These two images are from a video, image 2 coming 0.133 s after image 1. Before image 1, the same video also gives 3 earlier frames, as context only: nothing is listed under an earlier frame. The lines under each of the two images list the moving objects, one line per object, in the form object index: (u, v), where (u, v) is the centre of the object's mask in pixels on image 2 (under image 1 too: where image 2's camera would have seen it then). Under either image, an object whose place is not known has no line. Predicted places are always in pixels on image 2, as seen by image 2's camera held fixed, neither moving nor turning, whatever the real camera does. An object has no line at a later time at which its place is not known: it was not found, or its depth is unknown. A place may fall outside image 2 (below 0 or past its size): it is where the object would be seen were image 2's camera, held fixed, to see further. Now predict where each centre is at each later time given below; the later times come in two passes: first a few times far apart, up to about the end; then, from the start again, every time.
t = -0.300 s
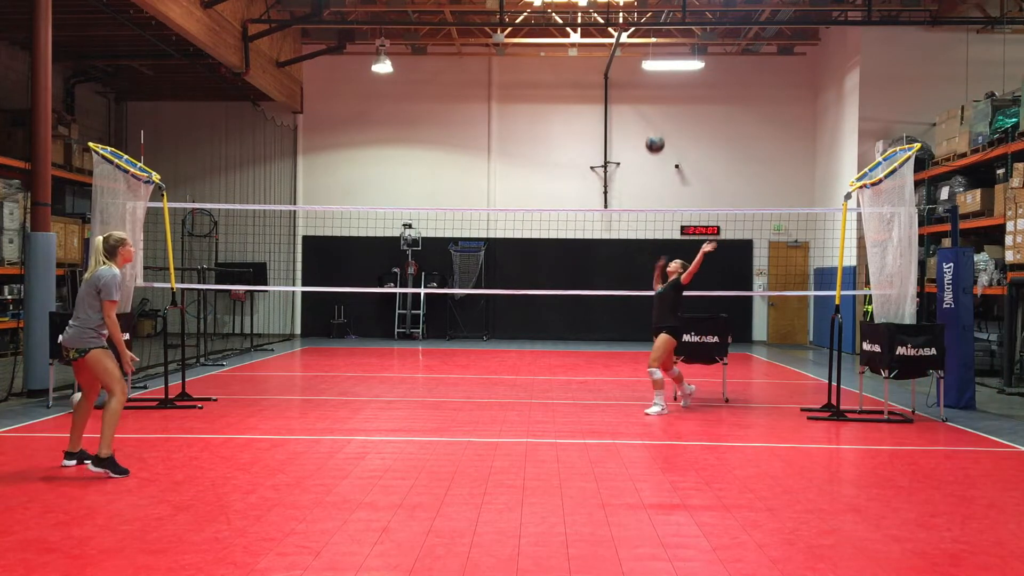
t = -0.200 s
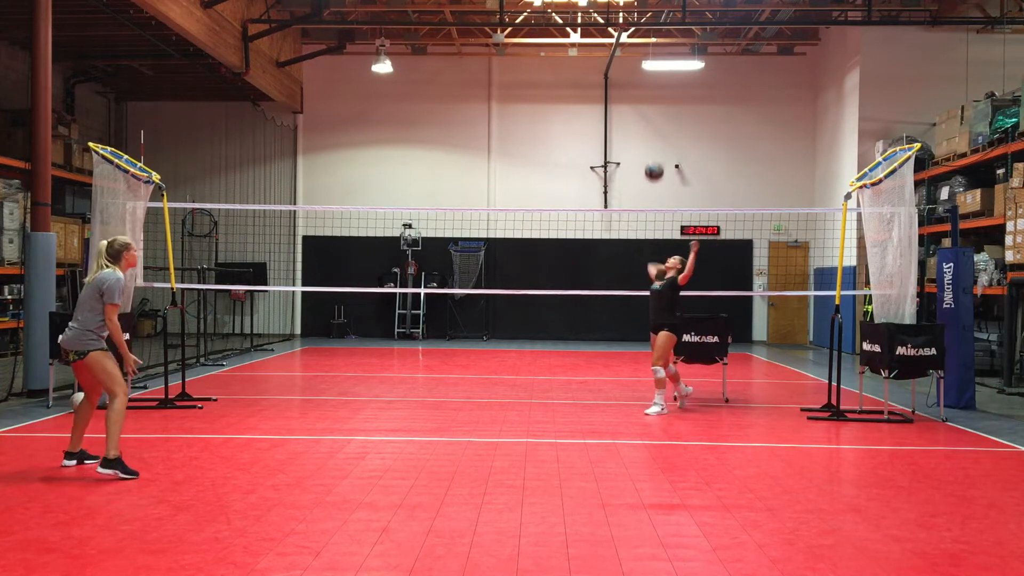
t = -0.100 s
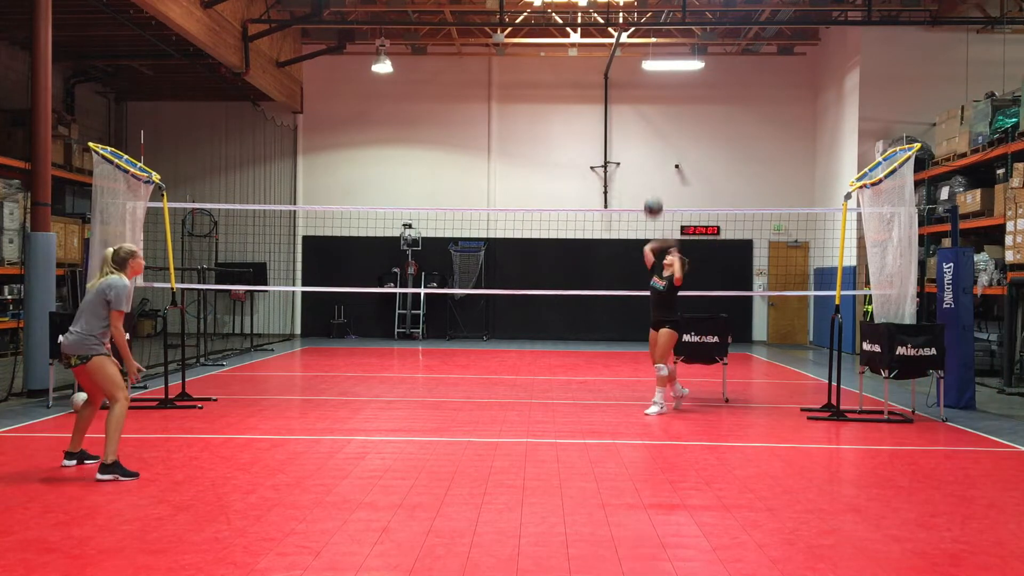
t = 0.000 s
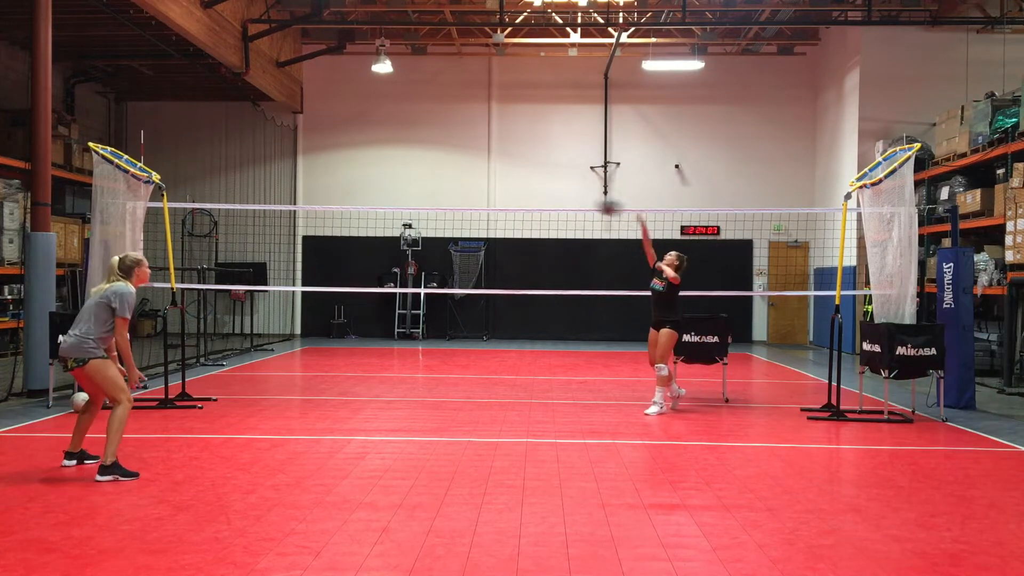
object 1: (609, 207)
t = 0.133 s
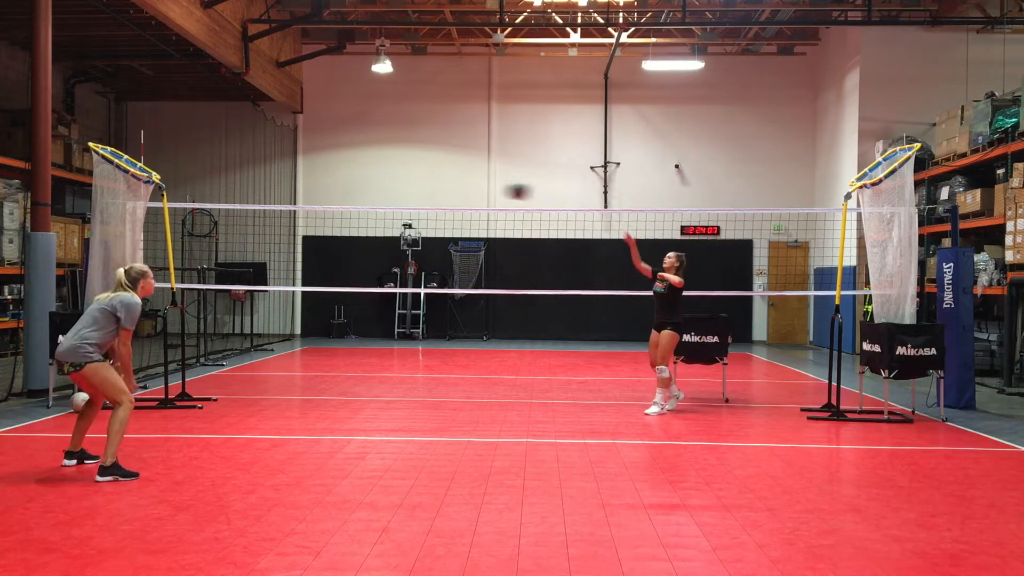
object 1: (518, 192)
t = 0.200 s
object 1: (469, 189)
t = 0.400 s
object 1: (308, 211)
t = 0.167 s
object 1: (494, 189)
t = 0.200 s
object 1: (469, 189)
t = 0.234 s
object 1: (444, 189)
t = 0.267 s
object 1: (418, 191)
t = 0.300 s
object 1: (391, 195)
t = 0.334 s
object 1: (364, 197)
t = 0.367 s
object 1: (336, 204)
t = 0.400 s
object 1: (308, 211)
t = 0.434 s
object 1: (276, 220)
